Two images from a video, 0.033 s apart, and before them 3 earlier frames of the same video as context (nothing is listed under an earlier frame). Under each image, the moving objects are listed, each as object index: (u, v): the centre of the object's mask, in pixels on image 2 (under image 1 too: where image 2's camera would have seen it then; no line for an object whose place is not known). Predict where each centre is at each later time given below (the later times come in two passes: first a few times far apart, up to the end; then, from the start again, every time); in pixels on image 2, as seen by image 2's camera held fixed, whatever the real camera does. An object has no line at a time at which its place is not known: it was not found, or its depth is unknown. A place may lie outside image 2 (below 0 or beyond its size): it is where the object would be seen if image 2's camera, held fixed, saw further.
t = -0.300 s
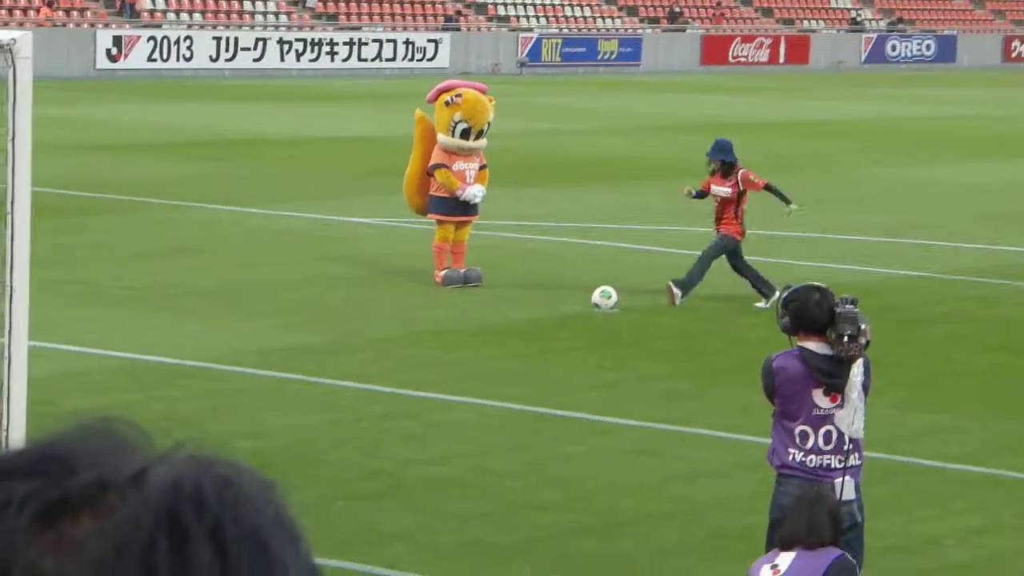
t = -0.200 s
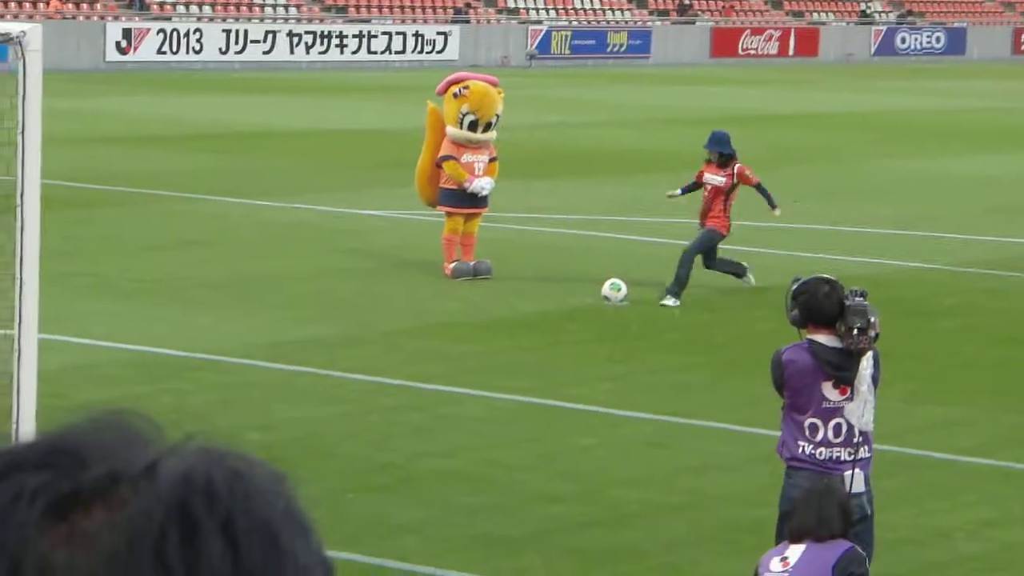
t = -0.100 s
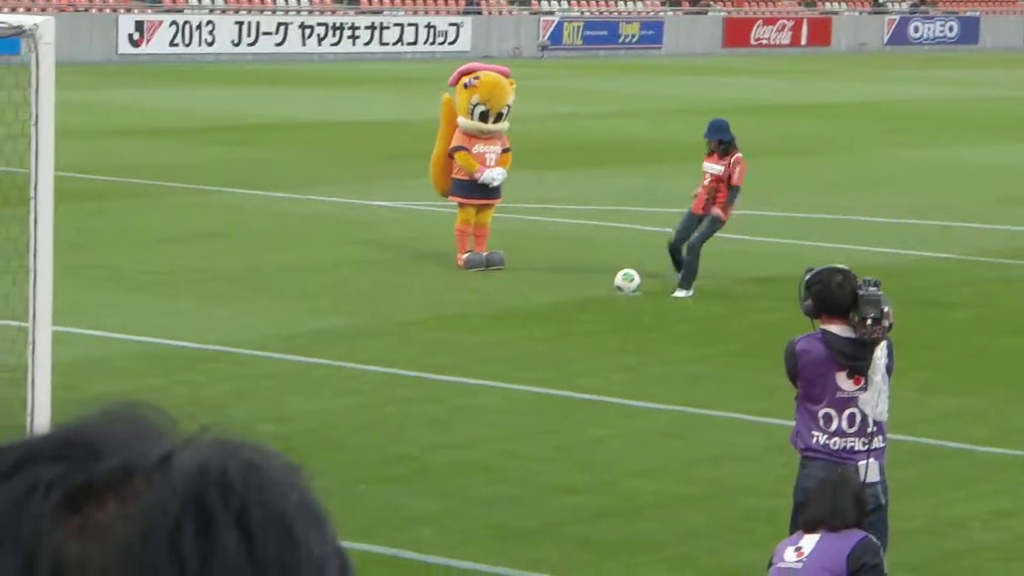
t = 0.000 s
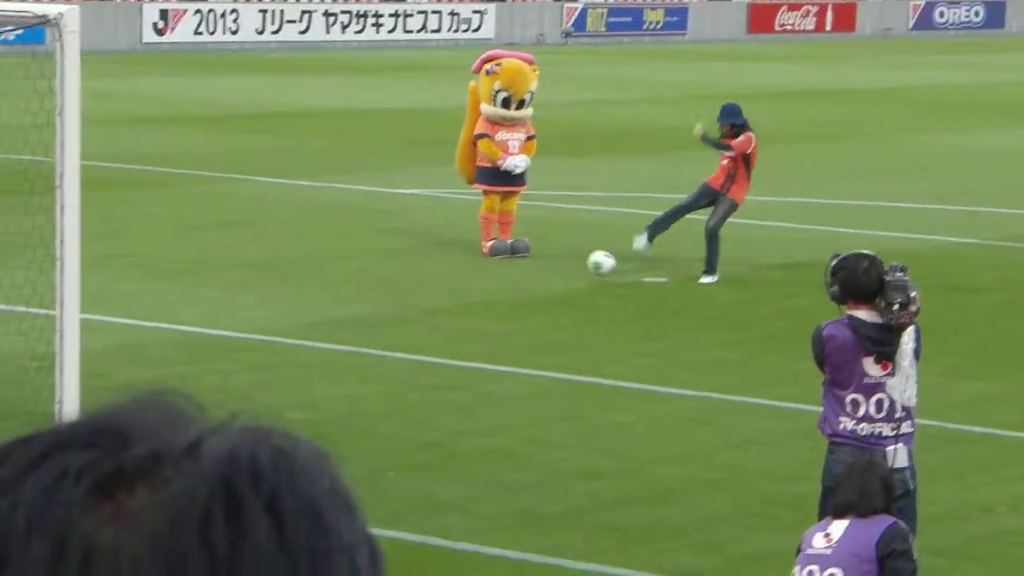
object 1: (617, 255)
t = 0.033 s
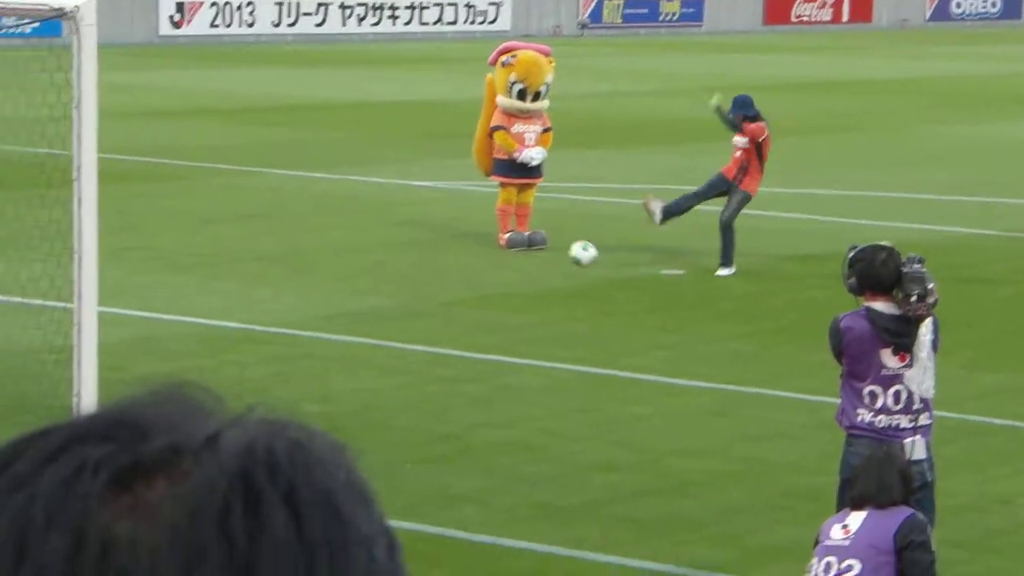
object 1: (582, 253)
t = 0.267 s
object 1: (314, 279)
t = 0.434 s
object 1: (139, 284)
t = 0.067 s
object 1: (546, 252)
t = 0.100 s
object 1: (510, 253)
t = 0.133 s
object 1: (472, 255)
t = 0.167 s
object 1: (434, 259)
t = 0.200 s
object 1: (394, 264)
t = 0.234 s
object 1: (355, 270)
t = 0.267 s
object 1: (314, 279)
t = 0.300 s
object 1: (272, 290)
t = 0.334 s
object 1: (238, 288)
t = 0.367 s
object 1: (206, 286)
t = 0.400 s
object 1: (171, 284)
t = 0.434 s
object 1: (139, 284)
